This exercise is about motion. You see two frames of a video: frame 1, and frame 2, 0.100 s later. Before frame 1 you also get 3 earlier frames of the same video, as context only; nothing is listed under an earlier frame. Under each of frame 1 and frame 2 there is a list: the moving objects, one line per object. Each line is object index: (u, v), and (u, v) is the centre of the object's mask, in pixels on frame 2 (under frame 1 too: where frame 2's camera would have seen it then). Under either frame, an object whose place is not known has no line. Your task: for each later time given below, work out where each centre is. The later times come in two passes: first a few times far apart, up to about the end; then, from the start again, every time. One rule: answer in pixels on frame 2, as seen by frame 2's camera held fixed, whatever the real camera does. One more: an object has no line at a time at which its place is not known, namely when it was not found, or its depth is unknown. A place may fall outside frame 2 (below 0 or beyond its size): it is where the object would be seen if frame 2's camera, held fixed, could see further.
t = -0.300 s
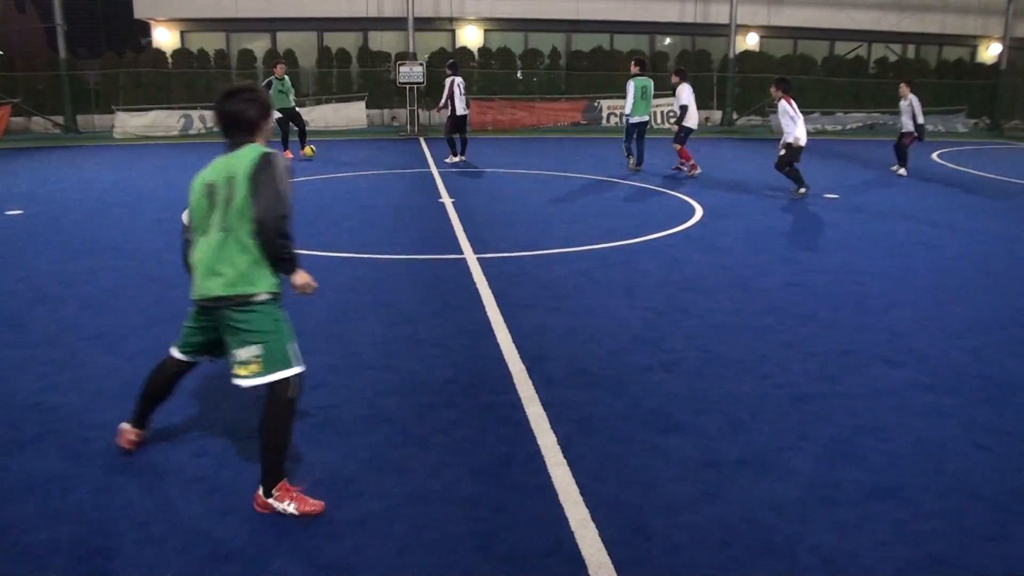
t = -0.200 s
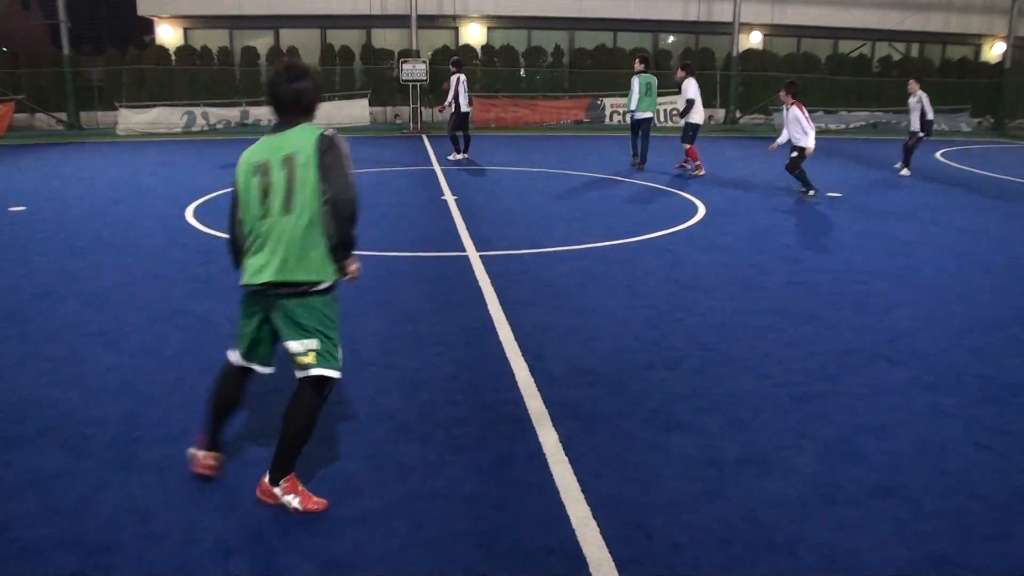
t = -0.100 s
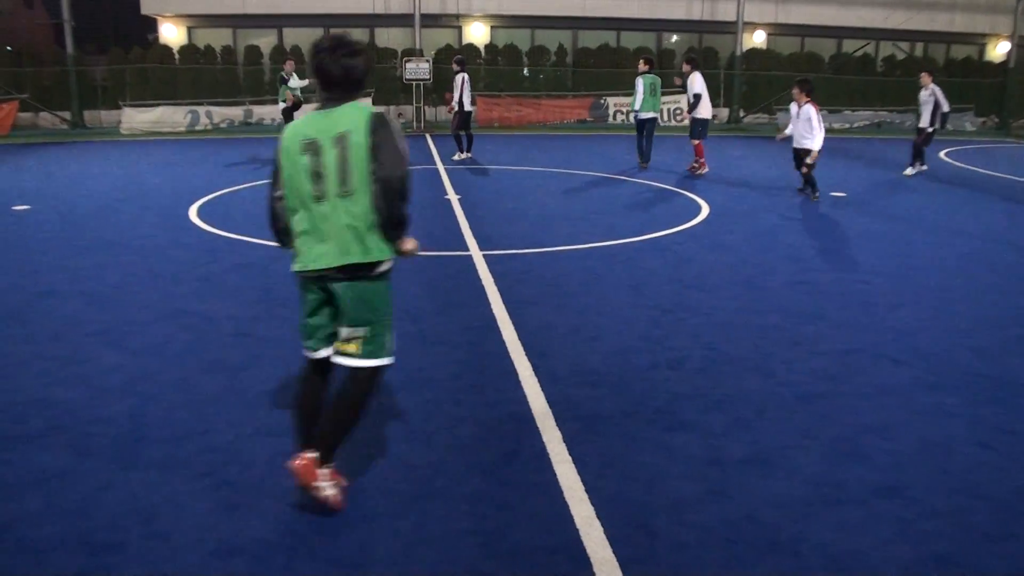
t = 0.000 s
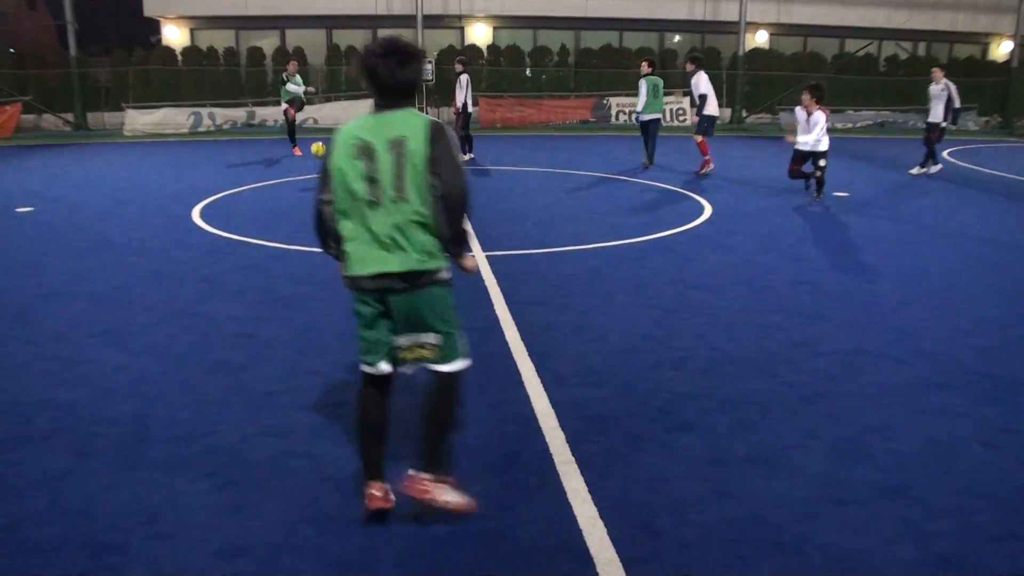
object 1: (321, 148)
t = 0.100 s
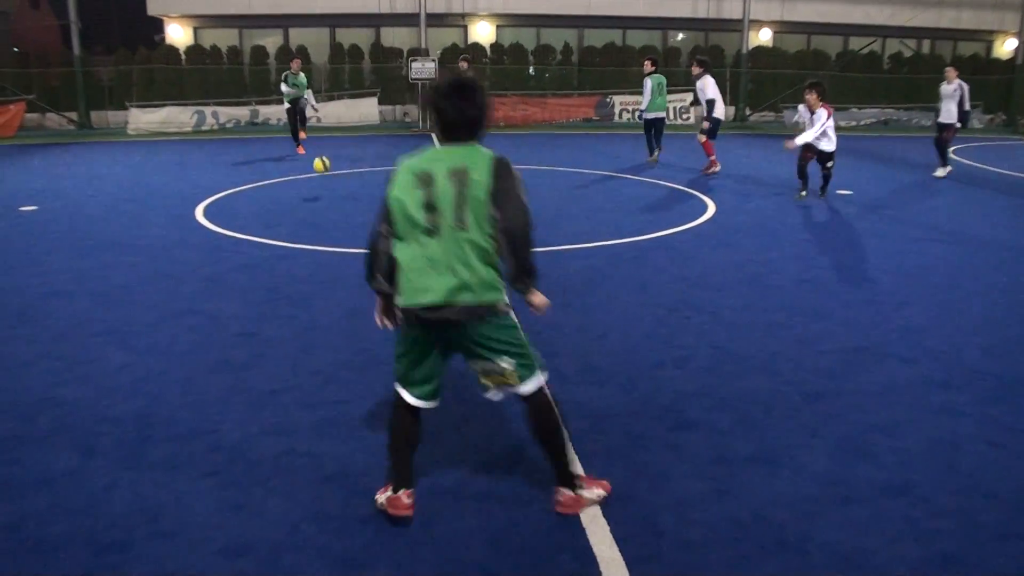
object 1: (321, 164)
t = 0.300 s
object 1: (319, 203)
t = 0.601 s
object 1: (310, 274)
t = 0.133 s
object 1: (321, 173)
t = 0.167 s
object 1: (321, 182)
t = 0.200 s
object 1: (321, 194)
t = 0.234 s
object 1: (321, 199)
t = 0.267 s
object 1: (320, 201)
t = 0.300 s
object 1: (319, 203)
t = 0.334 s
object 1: (318, 207)
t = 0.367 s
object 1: (317, 213)
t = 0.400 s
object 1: (317, 220)
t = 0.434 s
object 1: (316, 229)
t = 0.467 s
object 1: (315, 241)
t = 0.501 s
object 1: (314, 251)
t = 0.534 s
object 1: (313, 257)
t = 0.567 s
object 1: (312, 264)
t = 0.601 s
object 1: (310, 274)
